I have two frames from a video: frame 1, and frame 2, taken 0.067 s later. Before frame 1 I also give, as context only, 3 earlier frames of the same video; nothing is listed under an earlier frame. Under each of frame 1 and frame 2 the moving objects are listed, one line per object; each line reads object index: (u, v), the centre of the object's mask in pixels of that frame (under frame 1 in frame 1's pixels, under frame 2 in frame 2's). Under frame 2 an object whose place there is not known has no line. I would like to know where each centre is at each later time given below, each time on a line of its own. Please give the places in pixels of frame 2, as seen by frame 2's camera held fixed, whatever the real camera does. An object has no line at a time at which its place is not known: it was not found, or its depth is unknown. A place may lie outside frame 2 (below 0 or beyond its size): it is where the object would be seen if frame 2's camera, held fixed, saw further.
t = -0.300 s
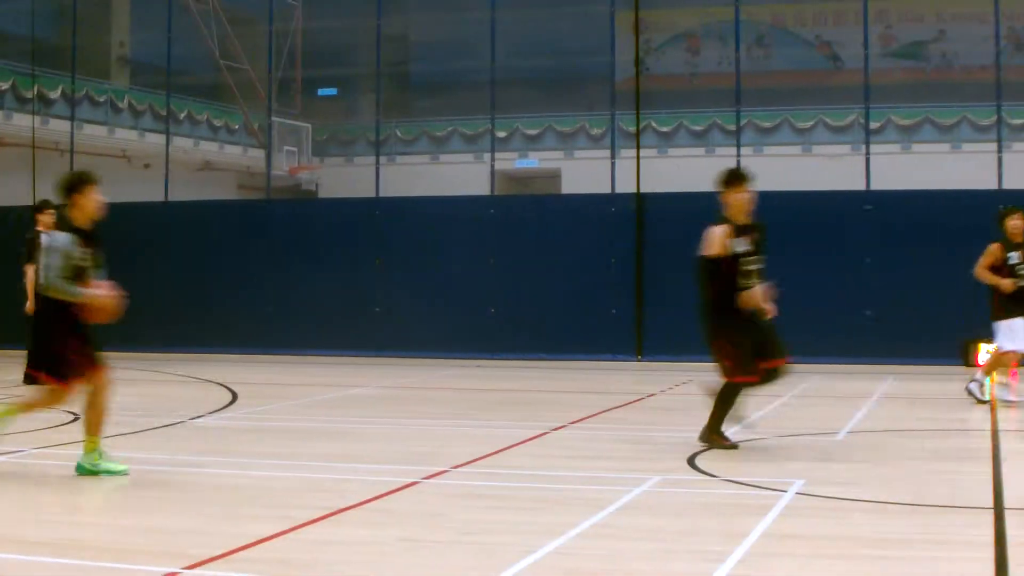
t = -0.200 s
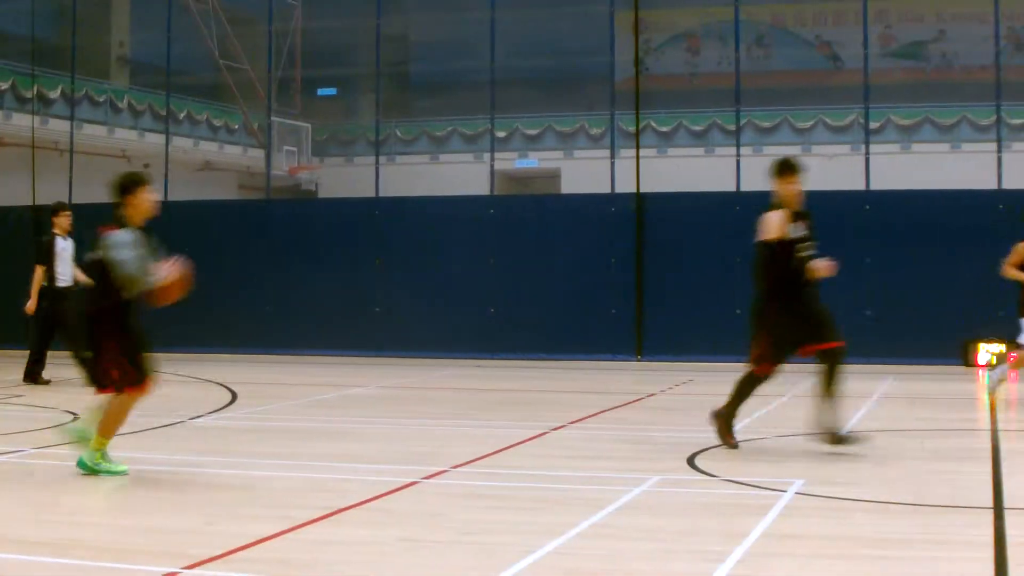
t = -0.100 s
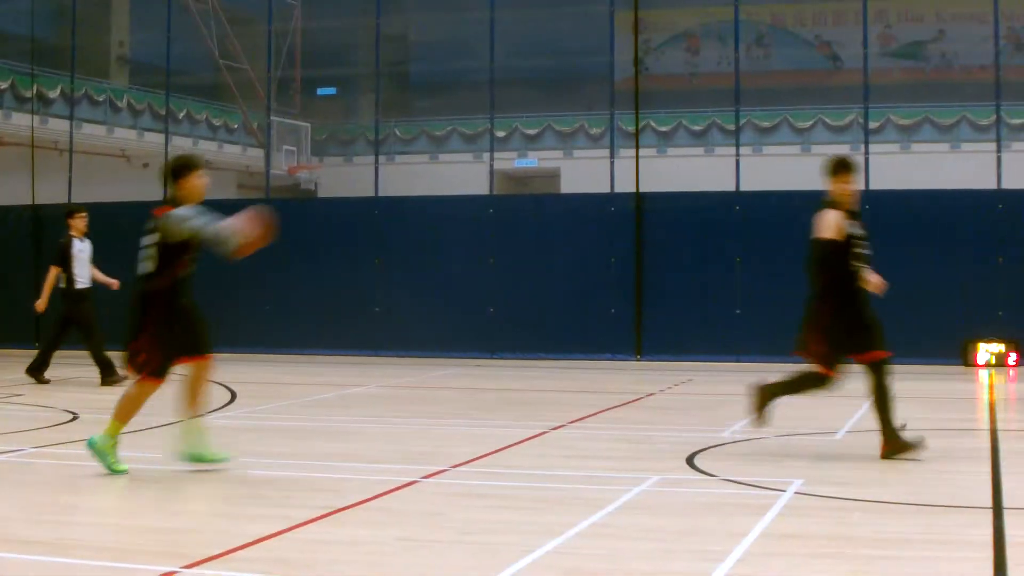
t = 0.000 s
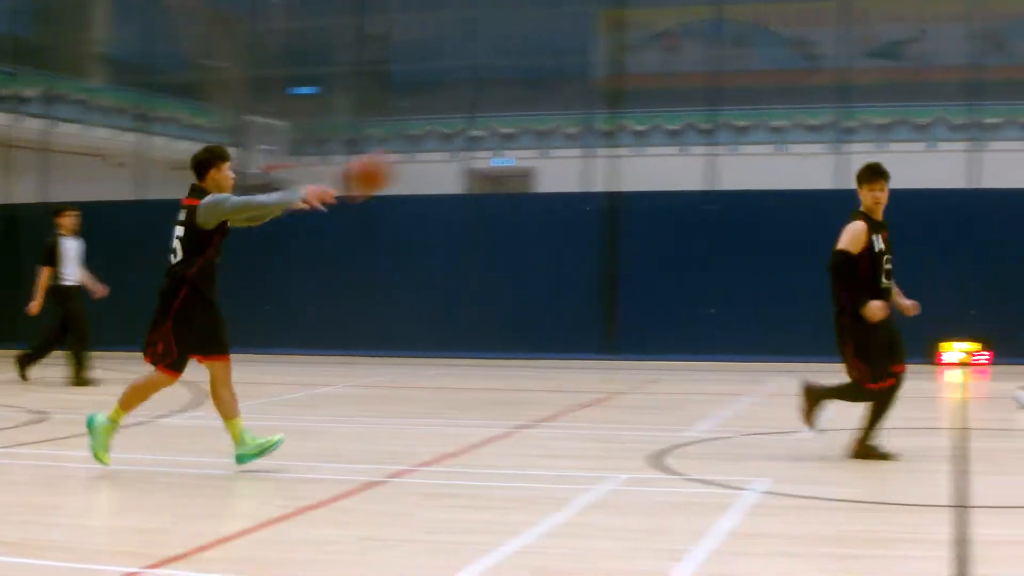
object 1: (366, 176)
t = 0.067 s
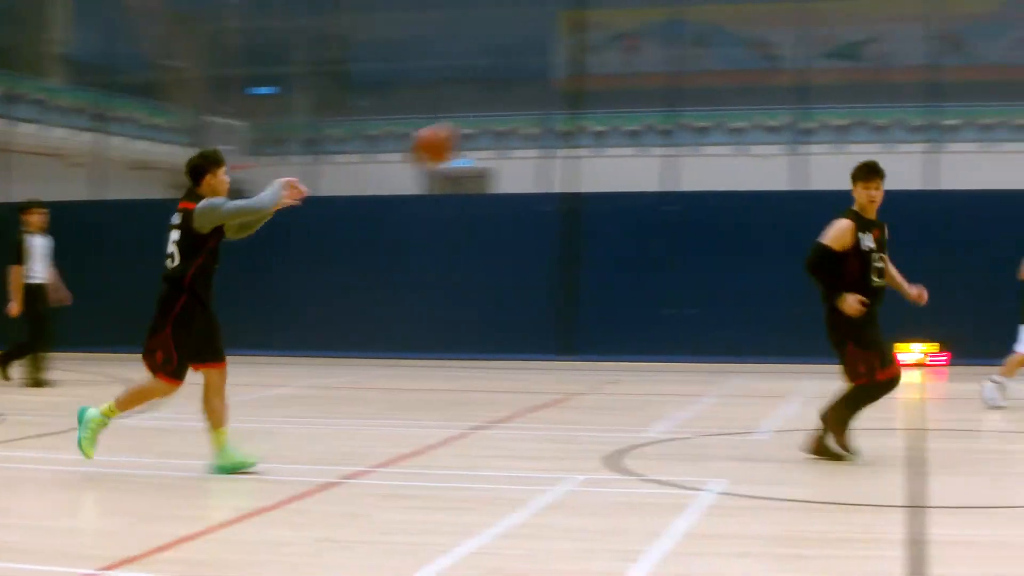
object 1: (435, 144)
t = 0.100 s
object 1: (482, 132)
